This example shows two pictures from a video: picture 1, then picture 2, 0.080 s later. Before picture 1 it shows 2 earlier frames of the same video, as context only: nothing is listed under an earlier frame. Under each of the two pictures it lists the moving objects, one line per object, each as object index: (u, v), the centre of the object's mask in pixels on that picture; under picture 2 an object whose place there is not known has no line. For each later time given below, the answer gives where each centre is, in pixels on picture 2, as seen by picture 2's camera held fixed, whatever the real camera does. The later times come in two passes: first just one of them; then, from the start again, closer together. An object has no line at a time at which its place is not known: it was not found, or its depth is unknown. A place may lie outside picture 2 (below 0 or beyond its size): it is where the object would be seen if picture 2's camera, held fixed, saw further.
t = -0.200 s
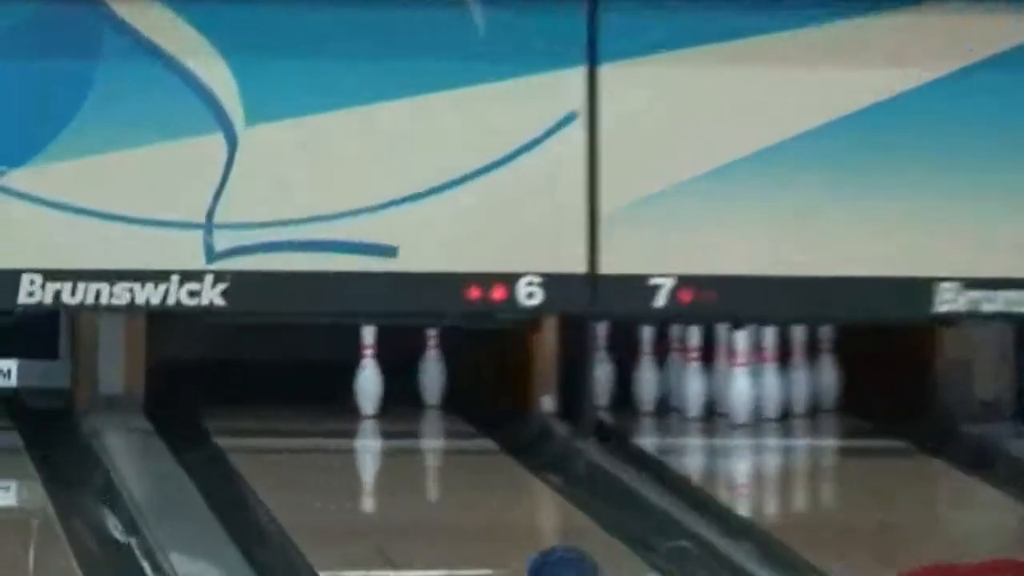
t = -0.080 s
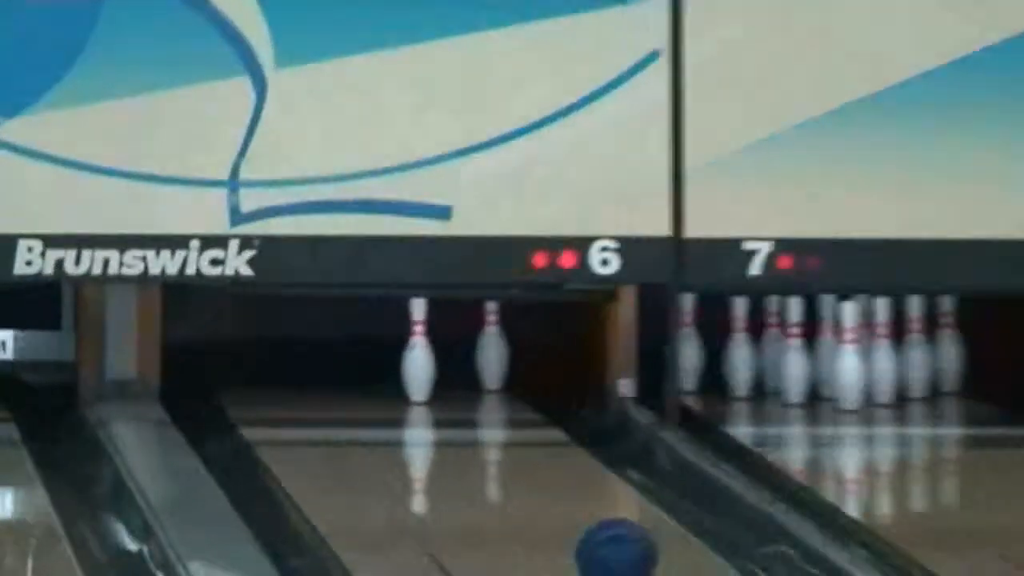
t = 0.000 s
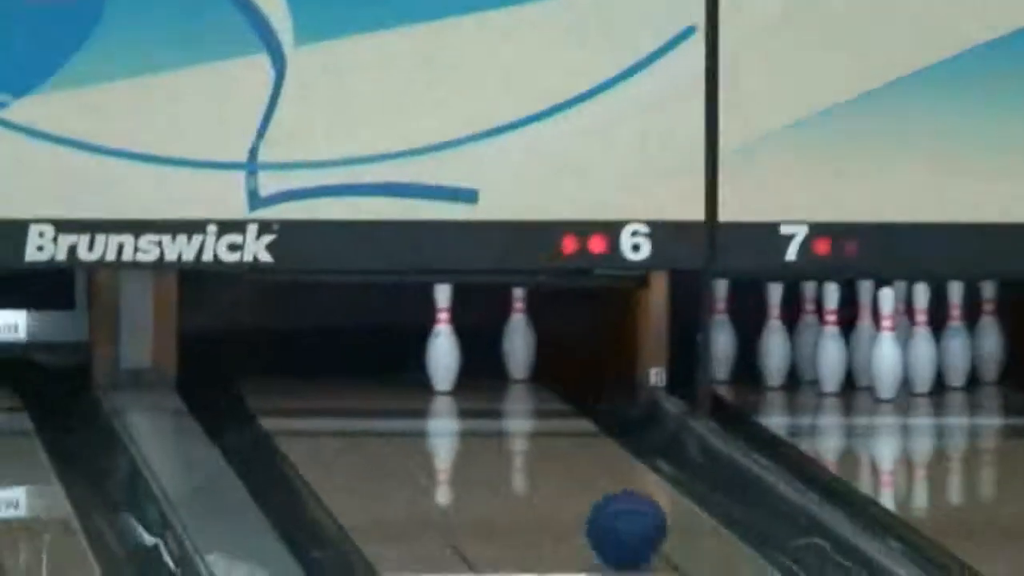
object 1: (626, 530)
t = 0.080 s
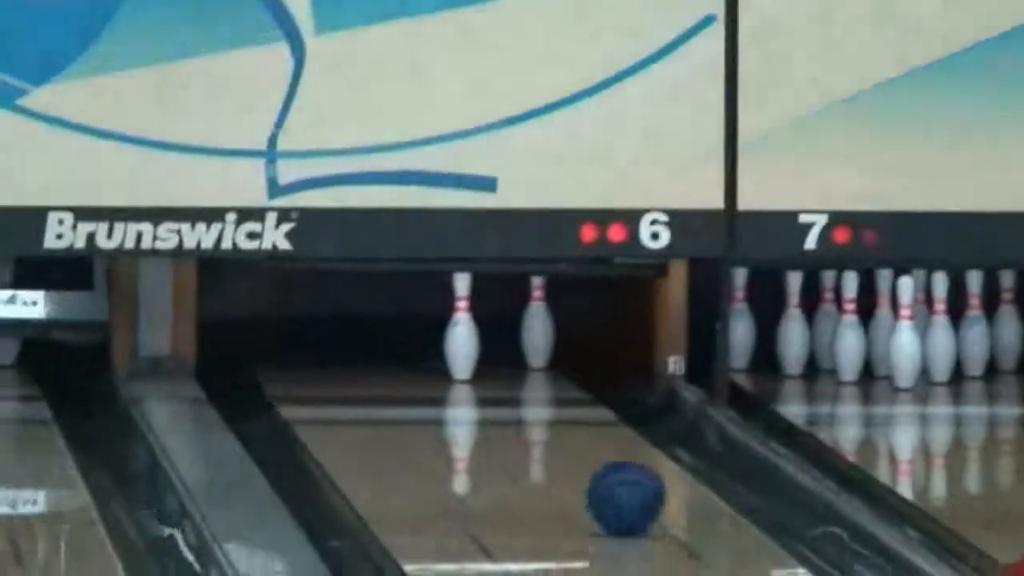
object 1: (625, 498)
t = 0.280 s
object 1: (577, 450)
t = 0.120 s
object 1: (615, 488)
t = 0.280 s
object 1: (577, 450)
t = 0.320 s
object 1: (569, 442)
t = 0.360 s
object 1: (560, 432)
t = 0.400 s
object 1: (550, 425)
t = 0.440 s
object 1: (542, 417)
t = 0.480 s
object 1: (532, 408)
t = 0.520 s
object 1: (524, 402)
